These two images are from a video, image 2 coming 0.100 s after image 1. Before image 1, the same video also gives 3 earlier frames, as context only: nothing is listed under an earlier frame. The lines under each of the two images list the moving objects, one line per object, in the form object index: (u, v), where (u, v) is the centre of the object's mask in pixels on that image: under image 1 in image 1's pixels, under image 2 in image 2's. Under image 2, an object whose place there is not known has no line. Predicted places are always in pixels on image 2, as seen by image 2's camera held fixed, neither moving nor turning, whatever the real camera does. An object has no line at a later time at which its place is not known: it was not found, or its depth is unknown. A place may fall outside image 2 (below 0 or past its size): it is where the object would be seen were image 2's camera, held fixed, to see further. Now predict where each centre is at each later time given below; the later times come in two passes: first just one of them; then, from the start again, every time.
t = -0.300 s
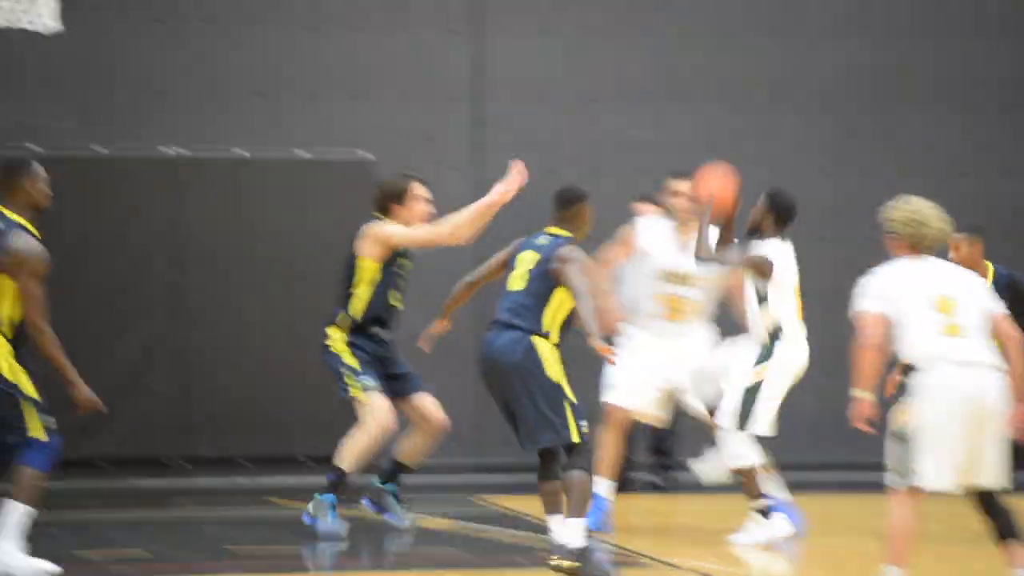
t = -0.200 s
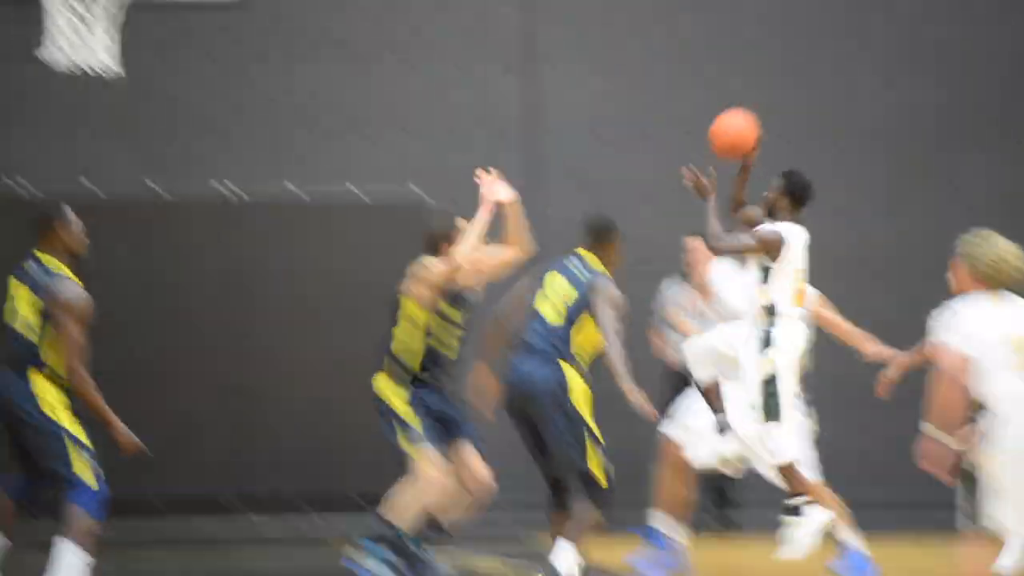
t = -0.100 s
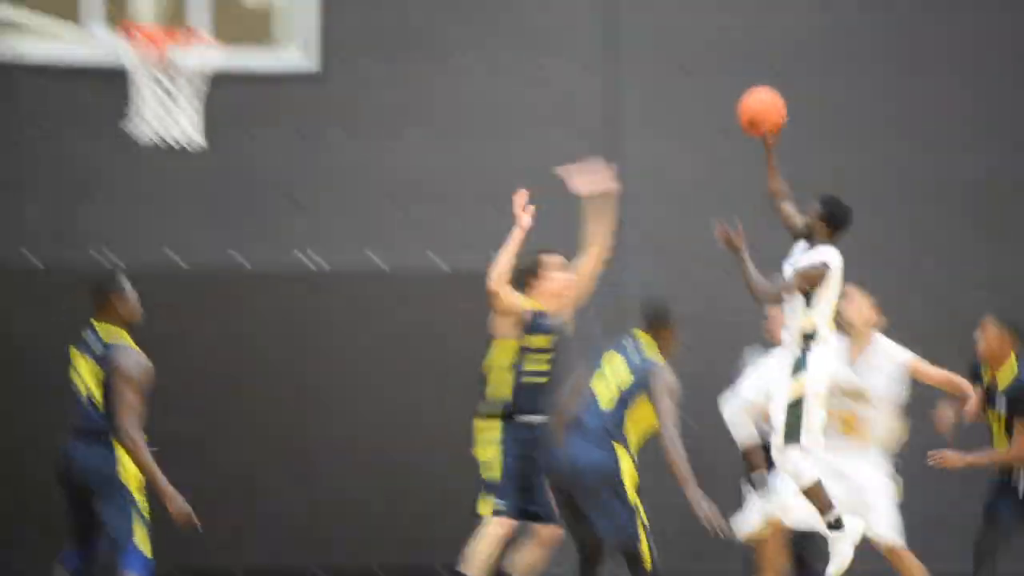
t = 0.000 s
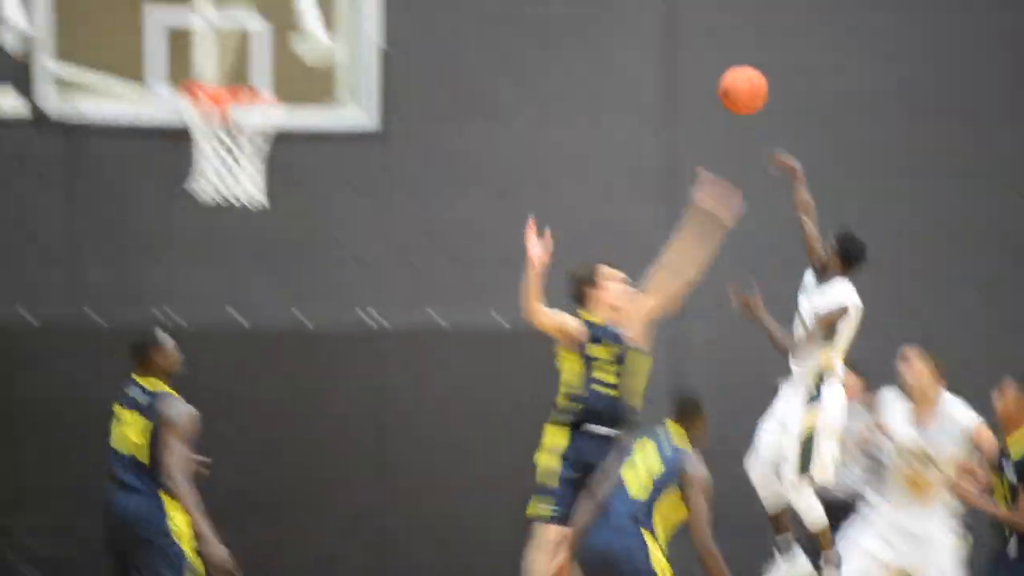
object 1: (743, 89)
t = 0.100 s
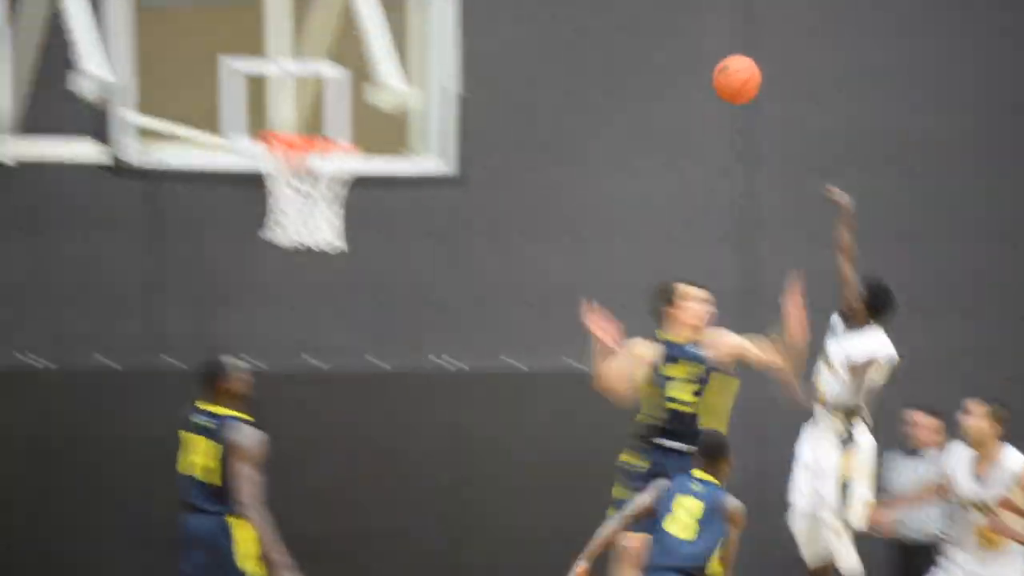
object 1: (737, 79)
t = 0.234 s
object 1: (633, 39)
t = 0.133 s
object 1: (711, 67)
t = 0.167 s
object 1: (686, 55)
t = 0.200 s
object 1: (659, 46)
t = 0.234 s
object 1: (633, 39)
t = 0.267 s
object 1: (609, 35)
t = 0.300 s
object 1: (587, 33)
